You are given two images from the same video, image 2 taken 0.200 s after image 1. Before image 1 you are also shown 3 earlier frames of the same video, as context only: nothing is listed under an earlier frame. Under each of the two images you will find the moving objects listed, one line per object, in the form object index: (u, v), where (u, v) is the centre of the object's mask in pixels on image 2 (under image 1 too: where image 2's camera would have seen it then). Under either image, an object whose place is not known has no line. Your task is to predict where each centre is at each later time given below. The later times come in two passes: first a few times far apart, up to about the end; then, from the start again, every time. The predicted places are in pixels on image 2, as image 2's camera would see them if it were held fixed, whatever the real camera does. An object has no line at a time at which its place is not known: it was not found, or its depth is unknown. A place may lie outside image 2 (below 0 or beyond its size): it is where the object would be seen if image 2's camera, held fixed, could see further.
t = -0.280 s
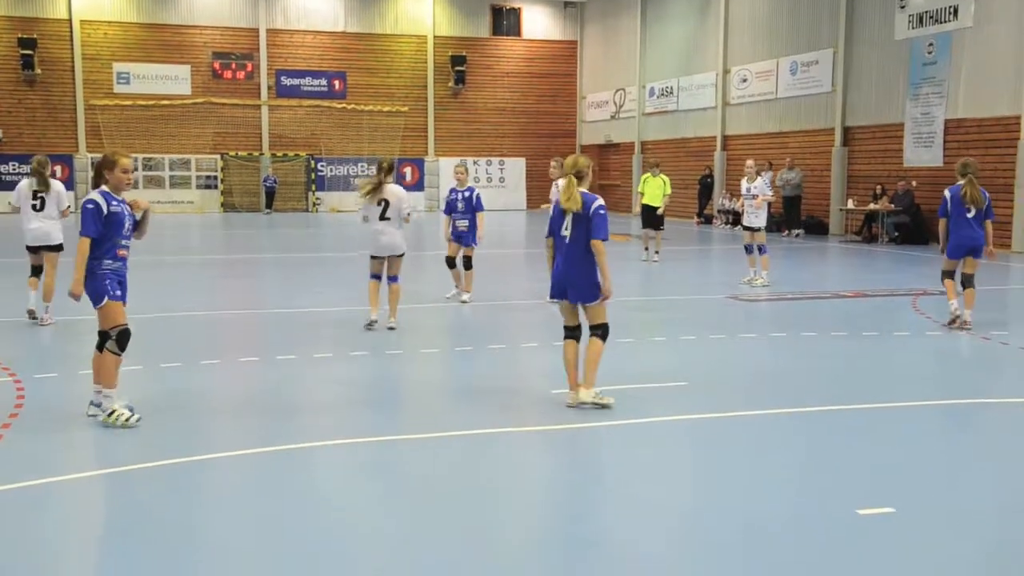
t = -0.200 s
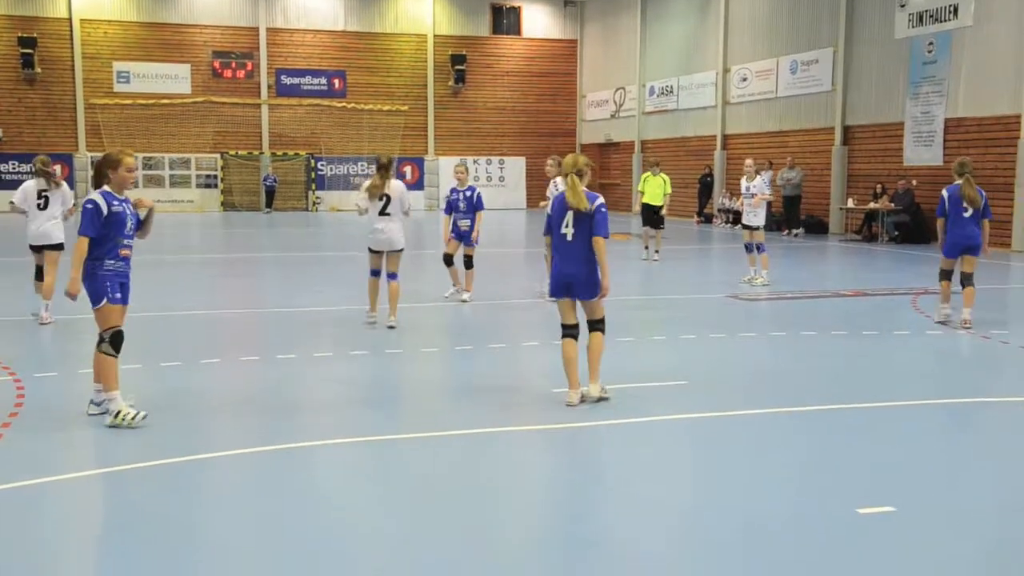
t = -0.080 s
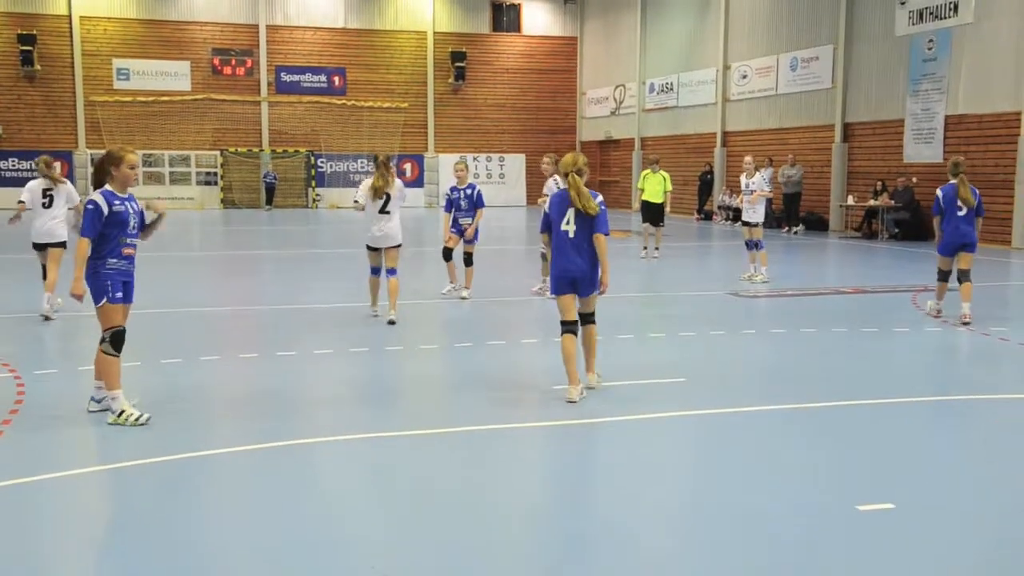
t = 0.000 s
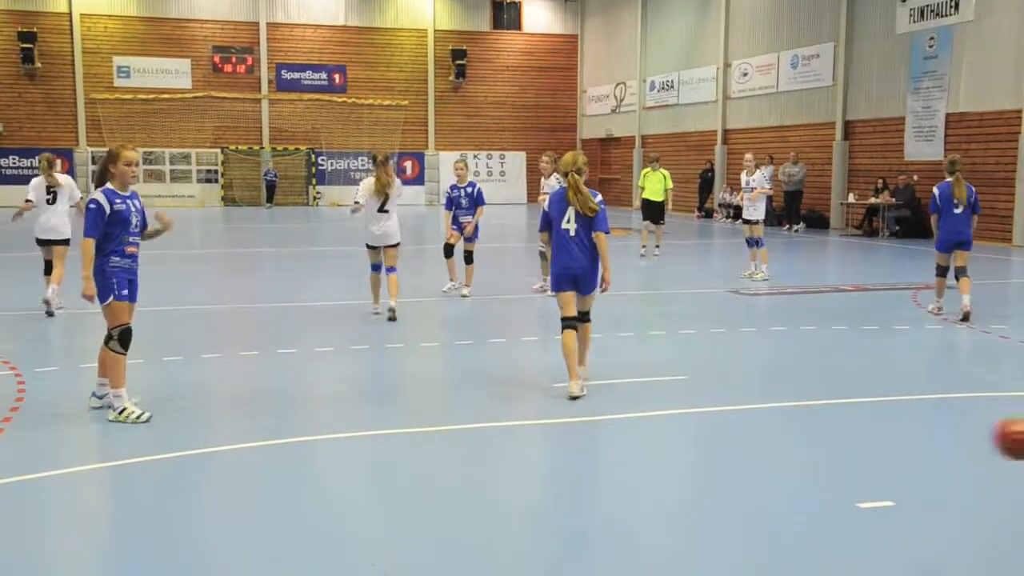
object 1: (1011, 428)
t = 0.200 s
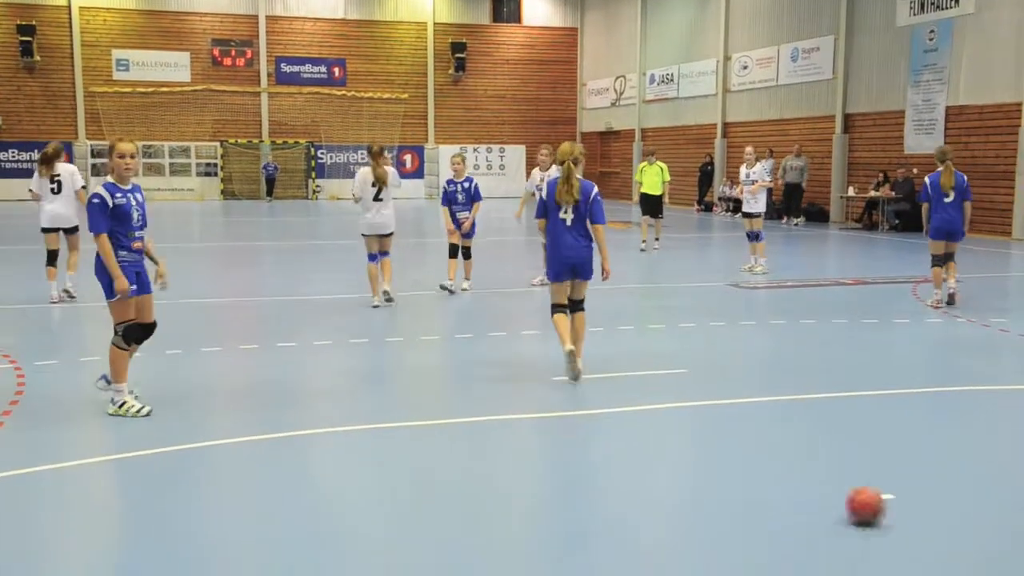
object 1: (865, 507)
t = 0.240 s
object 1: (851, 479)
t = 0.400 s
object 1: (802, 412)
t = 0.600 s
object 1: (747, 413)
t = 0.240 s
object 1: (851, 479)
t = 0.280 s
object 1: (839, 456)
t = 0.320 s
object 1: (826, 437)
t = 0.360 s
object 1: (813, 423)
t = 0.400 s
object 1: (802, 412)
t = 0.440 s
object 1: (792, 404)
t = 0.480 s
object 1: (780, 401)
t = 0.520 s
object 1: (769, 401)
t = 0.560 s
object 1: (757, 406)
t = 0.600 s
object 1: (747, 413)
